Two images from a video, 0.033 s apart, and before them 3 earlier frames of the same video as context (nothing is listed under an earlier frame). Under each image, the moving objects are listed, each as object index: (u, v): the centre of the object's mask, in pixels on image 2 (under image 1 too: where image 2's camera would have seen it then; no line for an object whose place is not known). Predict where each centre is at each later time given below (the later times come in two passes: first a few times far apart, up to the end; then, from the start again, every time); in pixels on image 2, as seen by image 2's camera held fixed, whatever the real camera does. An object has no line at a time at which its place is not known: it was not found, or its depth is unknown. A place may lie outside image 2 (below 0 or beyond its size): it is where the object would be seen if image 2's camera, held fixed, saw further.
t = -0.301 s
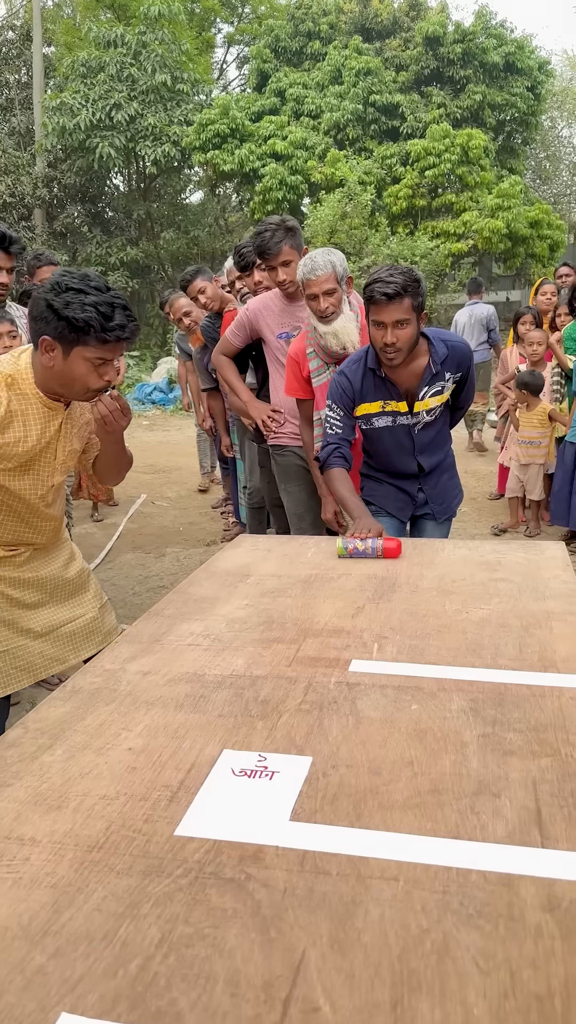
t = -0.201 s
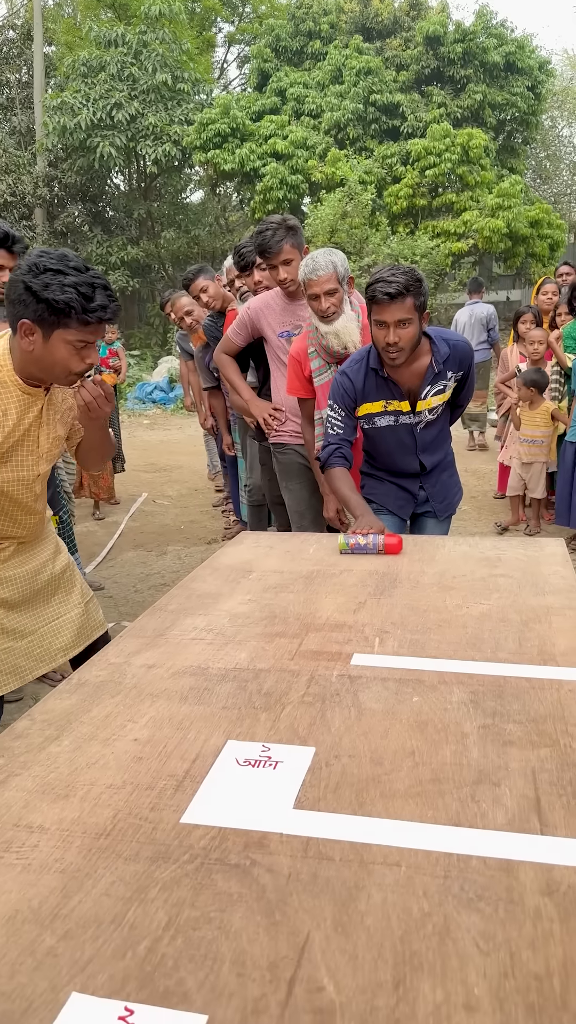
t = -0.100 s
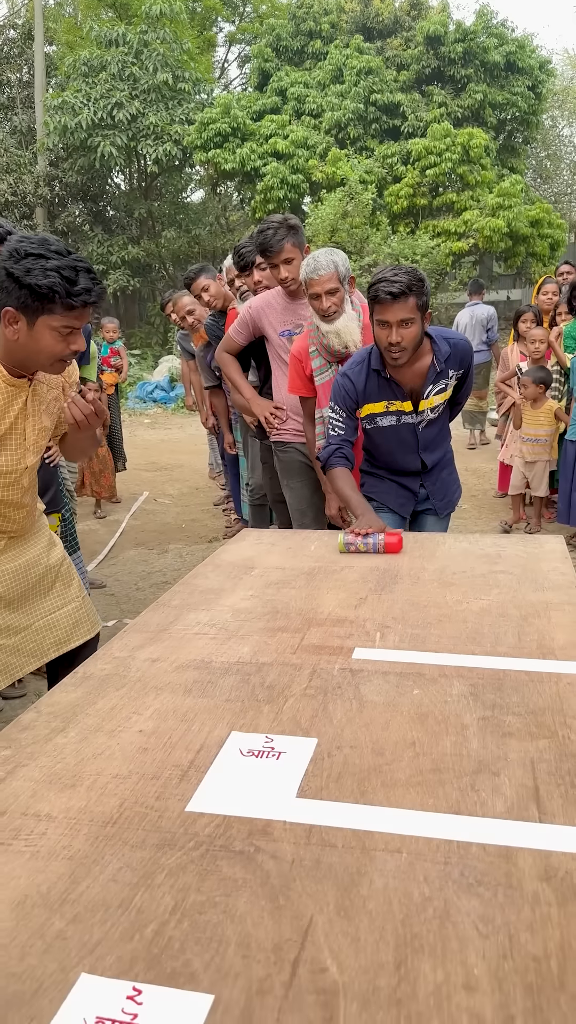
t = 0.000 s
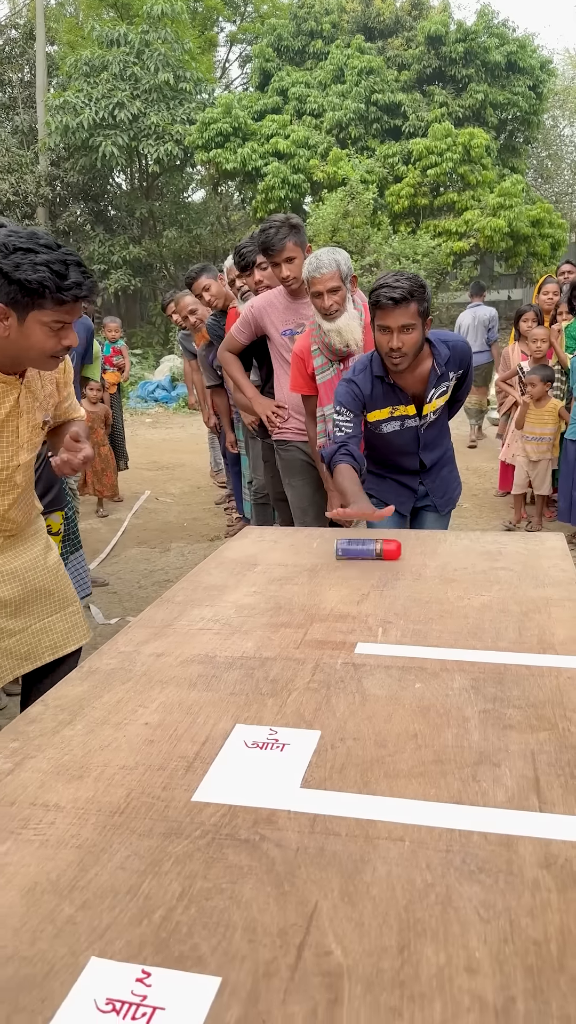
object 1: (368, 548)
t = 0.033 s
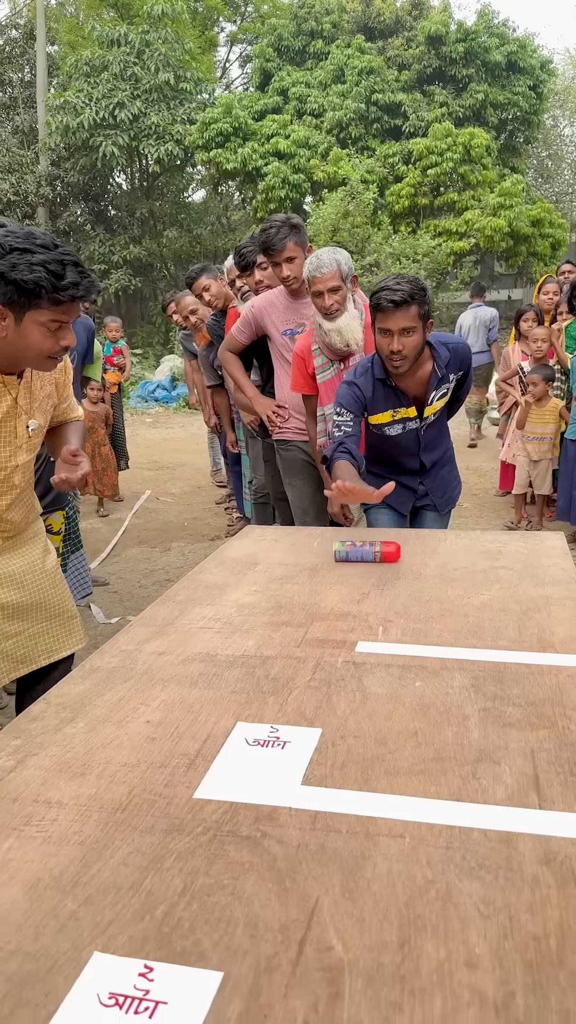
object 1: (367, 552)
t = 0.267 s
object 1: (355, 577)
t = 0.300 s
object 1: (354, 581)
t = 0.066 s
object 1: (365, 555)
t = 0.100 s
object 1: (363, 559)
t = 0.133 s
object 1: (362, 562)
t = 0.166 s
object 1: (360, 565)
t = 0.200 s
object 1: (359, 569)
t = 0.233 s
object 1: (357, 573)
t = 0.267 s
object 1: (355, 577)
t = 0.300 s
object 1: (354, 581)
